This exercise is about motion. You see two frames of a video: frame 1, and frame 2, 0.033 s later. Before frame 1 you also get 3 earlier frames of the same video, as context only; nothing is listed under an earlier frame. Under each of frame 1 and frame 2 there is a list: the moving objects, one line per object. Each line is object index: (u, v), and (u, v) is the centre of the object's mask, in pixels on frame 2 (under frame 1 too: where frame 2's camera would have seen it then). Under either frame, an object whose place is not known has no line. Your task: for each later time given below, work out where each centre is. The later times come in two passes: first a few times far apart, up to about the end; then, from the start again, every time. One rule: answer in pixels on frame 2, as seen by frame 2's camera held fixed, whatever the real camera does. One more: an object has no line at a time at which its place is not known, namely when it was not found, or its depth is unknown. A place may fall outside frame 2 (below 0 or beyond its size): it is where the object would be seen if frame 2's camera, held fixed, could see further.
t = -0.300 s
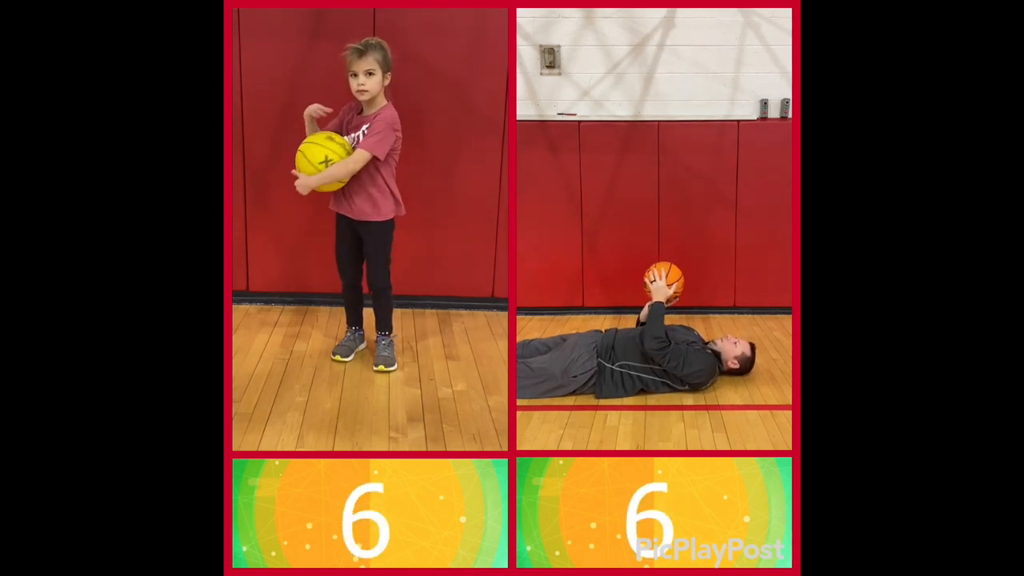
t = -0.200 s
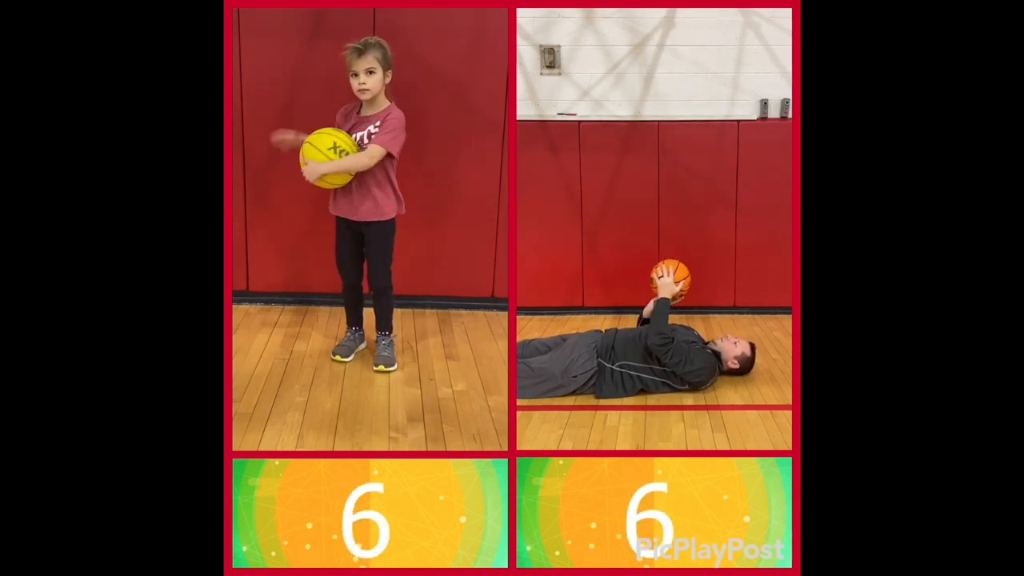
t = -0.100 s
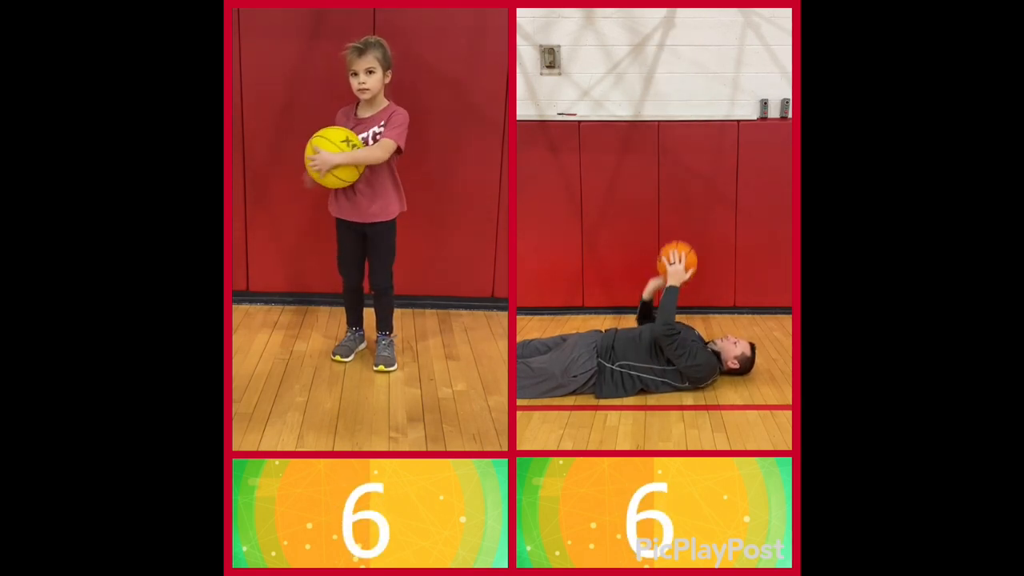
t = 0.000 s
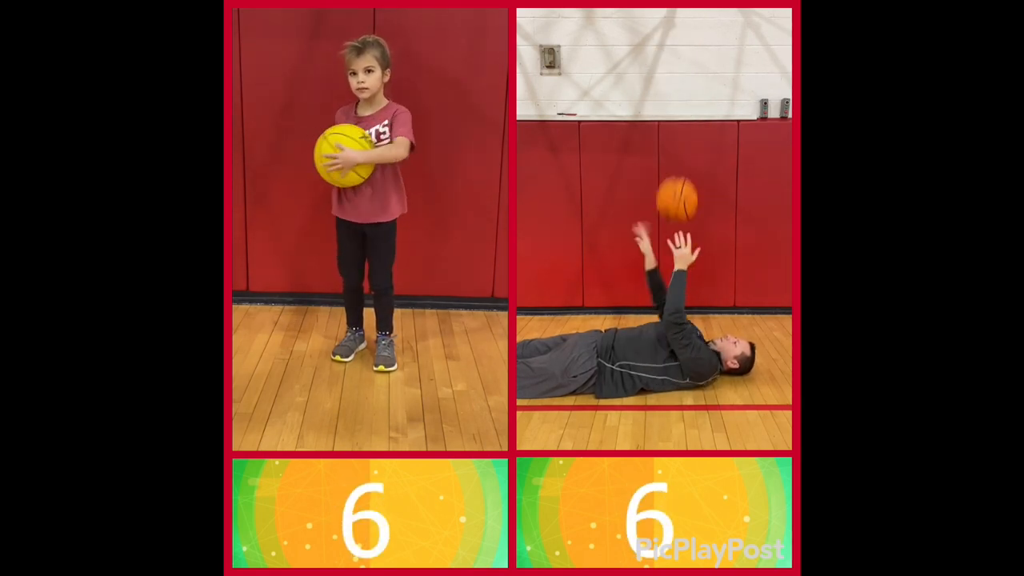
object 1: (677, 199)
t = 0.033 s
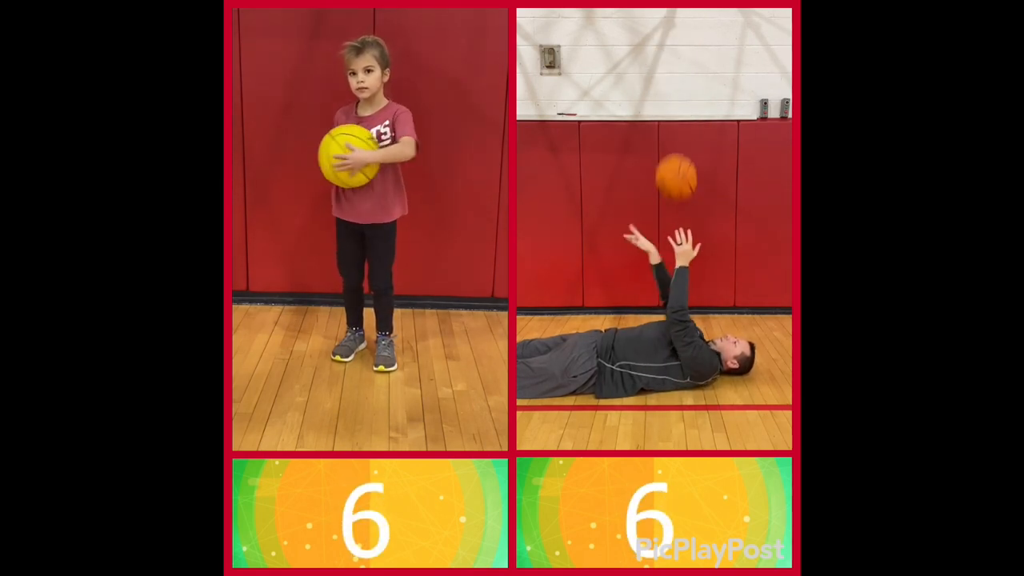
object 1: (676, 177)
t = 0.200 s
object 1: (672, 92)
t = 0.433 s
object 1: (667, 54)
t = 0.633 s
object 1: (662, 92)
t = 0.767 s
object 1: (658, 158)
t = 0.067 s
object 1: (676, 156)
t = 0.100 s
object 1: (675, 138)
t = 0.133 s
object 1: (674, 121)
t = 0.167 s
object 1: (673, 105)
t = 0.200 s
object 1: (672, 92)
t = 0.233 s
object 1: (671, 80)
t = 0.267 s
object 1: (670, 71)
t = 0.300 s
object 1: (670, 63)
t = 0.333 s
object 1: (669, 58)
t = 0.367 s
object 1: (668, 55)
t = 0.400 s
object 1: (668, 55)
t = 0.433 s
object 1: (667, 54)
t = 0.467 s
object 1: (666, 55)
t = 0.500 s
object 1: (665, 58)
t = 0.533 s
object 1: (664, 63)
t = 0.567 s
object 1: (663, 71)
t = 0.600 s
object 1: (663, 80)
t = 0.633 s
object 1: (662, 92)
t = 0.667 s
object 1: (661, 106)
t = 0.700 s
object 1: (660, 122)
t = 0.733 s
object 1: (659, 140)
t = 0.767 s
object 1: (658, 158)
